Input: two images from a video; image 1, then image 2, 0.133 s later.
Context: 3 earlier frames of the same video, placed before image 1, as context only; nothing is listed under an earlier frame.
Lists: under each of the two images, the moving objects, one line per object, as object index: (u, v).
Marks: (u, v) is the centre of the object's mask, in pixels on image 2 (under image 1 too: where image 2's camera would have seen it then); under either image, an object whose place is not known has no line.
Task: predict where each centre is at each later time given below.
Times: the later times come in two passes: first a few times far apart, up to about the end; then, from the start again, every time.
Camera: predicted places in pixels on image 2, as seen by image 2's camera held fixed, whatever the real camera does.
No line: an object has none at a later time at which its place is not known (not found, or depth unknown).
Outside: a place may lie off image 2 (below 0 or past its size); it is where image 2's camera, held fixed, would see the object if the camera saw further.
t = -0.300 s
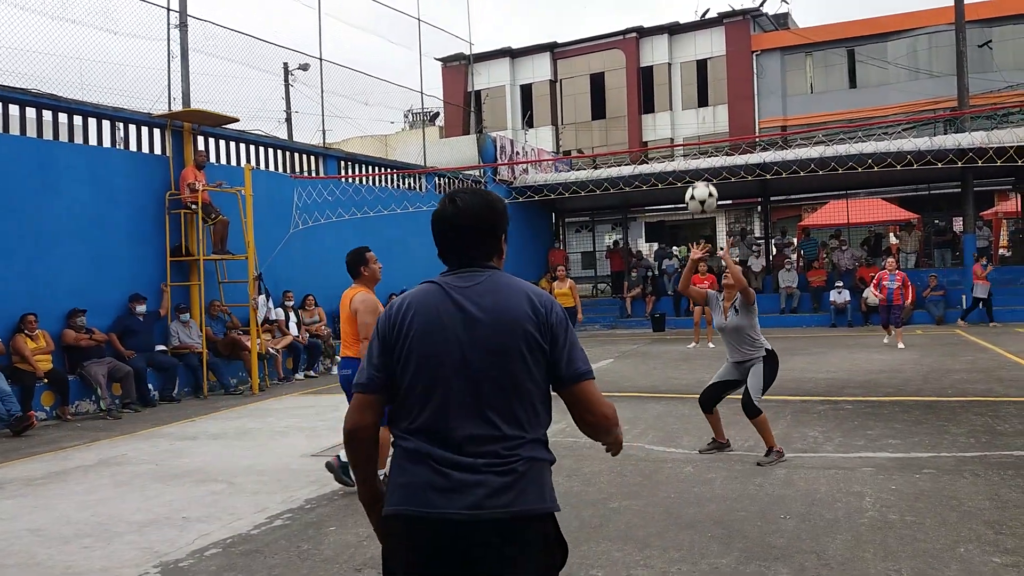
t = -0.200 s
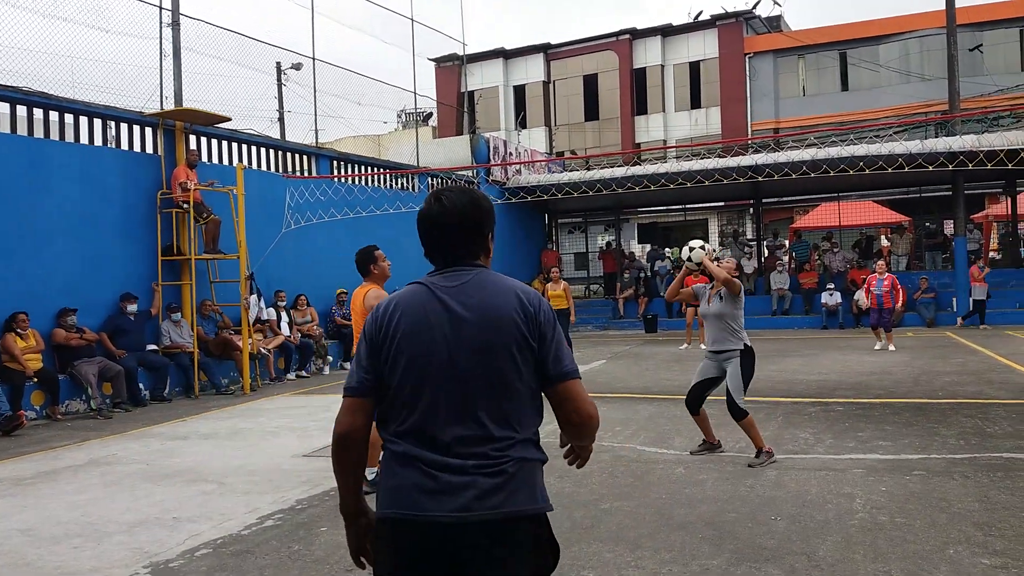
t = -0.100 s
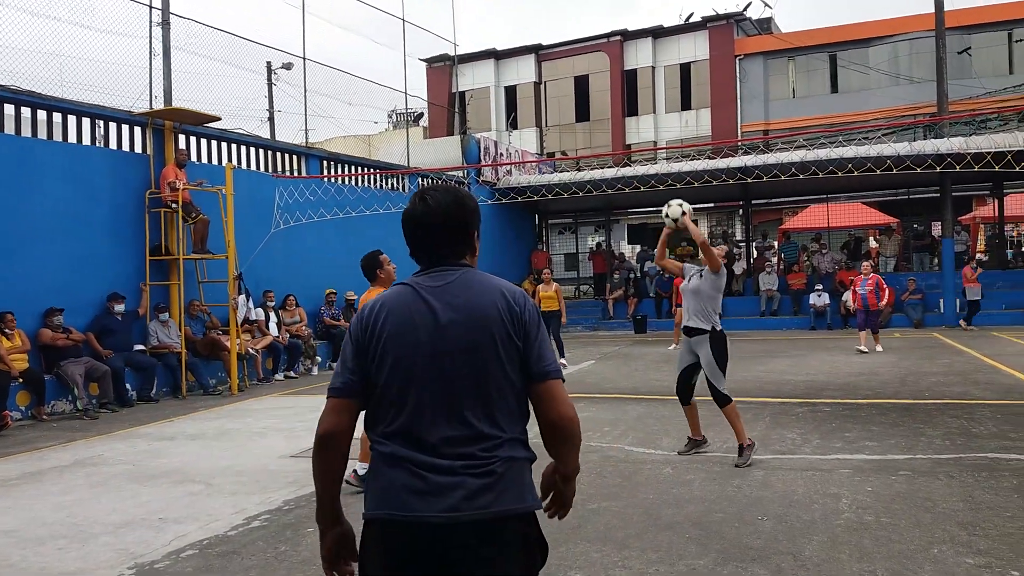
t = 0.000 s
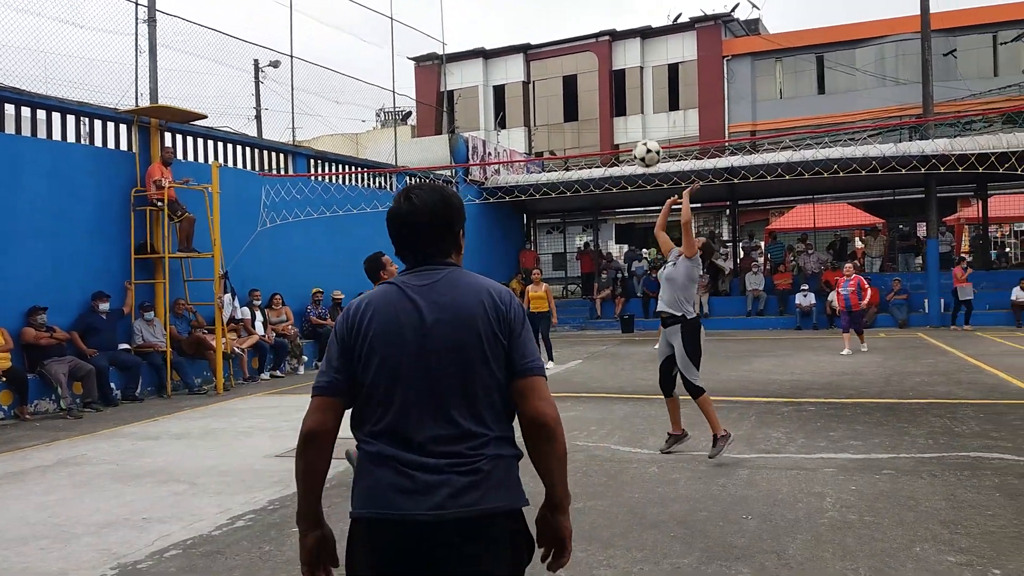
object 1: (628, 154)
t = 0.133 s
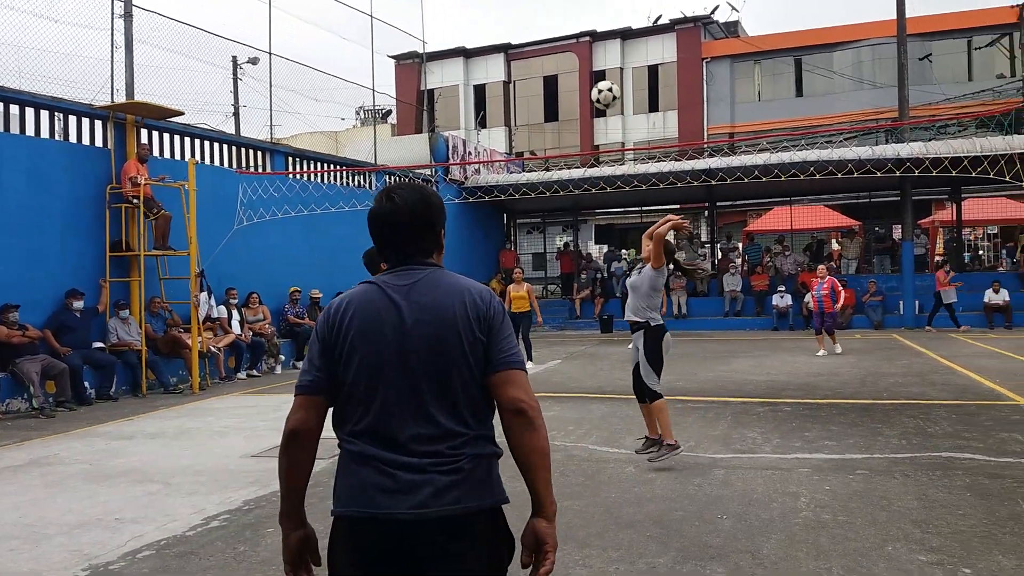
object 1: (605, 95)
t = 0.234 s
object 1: (590, 66)
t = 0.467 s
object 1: (557, 47)
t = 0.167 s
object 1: (600, 84)
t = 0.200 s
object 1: (595, 74)
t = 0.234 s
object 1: (590, 66)
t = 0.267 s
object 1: (585, 59)
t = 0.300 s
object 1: (580, 53)
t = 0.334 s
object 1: (575, 49)
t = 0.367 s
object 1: (571, 47)
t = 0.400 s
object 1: (566, 46)
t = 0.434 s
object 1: (562, 46)
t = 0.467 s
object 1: (557, 47)
